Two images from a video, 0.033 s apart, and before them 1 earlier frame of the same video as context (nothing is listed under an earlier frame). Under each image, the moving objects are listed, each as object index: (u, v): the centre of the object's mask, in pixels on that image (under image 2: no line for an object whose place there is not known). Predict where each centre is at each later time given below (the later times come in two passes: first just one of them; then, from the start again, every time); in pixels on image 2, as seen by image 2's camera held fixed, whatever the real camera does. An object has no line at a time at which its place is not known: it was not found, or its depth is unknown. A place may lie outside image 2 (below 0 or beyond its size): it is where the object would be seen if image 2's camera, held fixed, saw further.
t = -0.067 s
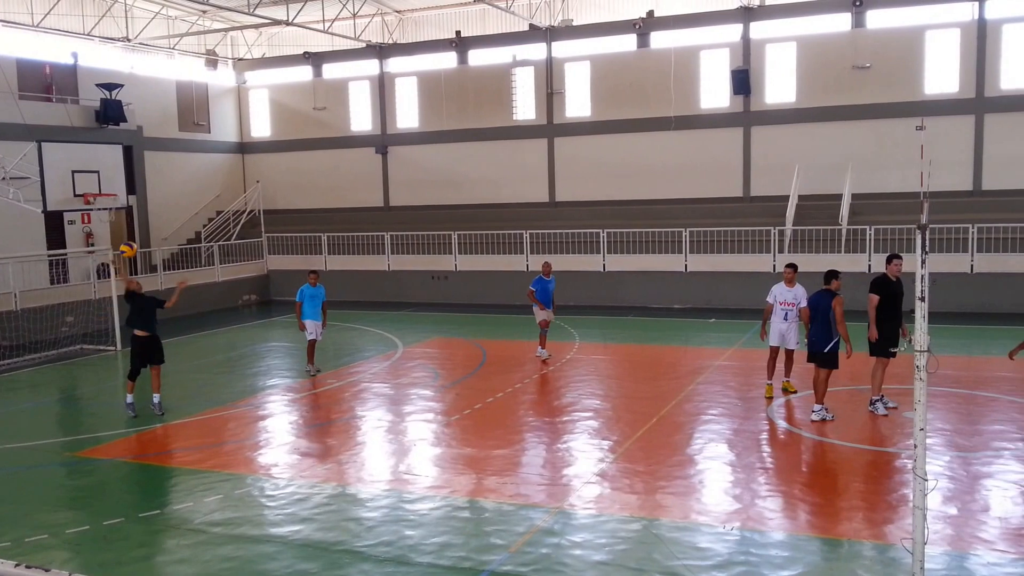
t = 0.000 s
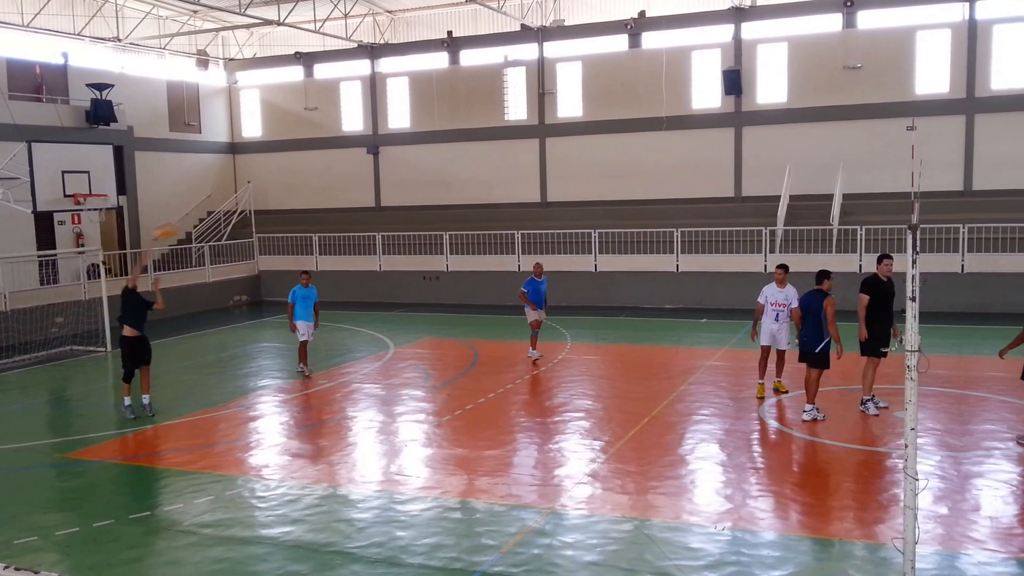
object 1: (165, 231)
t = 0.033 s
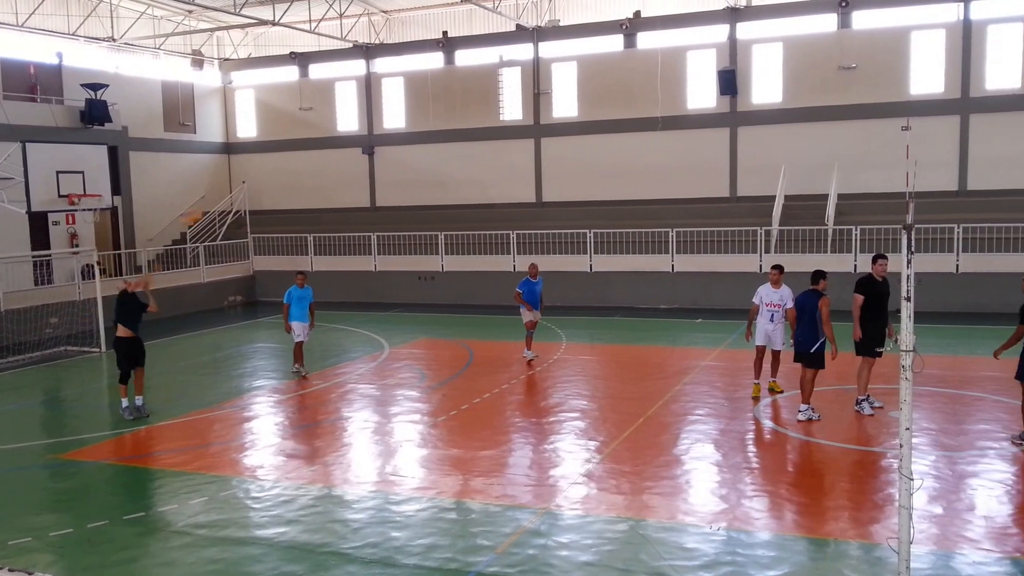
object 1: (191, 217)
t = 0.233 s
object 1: (372, 148)
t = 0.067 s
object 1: (223, 203)
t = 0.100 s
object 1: (253, 190)
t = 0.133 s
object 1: (282, 178)
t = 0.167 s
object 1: (313, 167)
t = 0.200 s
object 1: (342, 158)
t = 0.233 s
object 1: (372, 148)
